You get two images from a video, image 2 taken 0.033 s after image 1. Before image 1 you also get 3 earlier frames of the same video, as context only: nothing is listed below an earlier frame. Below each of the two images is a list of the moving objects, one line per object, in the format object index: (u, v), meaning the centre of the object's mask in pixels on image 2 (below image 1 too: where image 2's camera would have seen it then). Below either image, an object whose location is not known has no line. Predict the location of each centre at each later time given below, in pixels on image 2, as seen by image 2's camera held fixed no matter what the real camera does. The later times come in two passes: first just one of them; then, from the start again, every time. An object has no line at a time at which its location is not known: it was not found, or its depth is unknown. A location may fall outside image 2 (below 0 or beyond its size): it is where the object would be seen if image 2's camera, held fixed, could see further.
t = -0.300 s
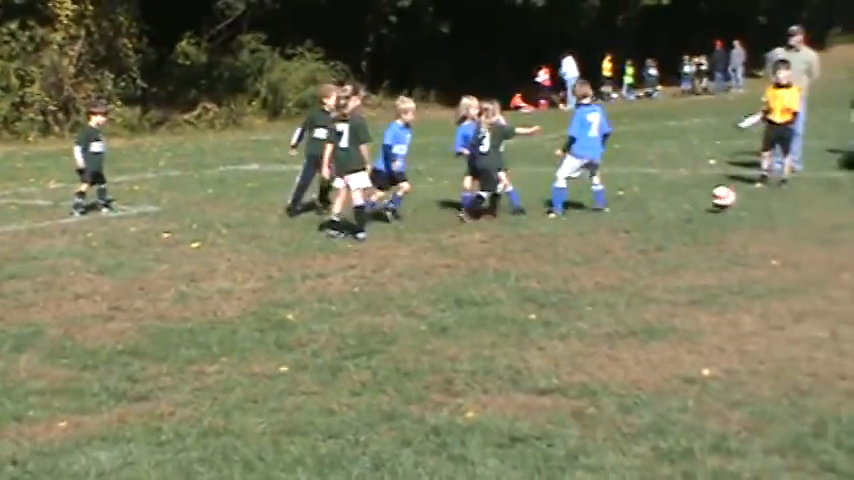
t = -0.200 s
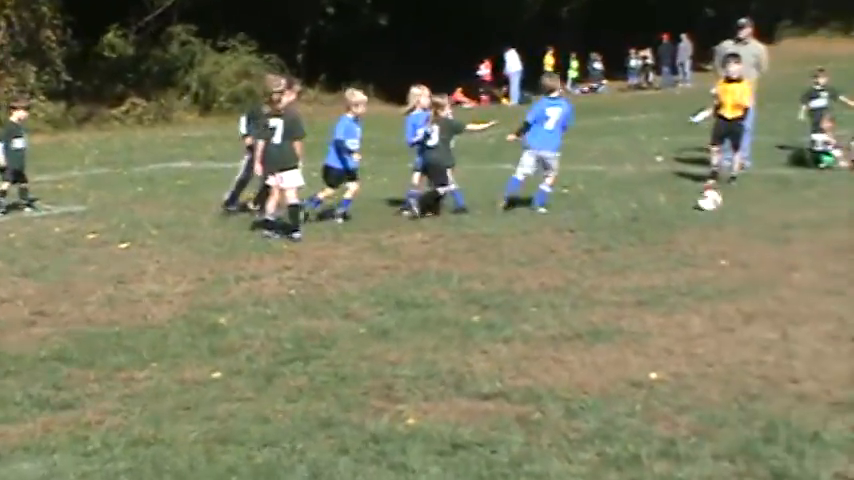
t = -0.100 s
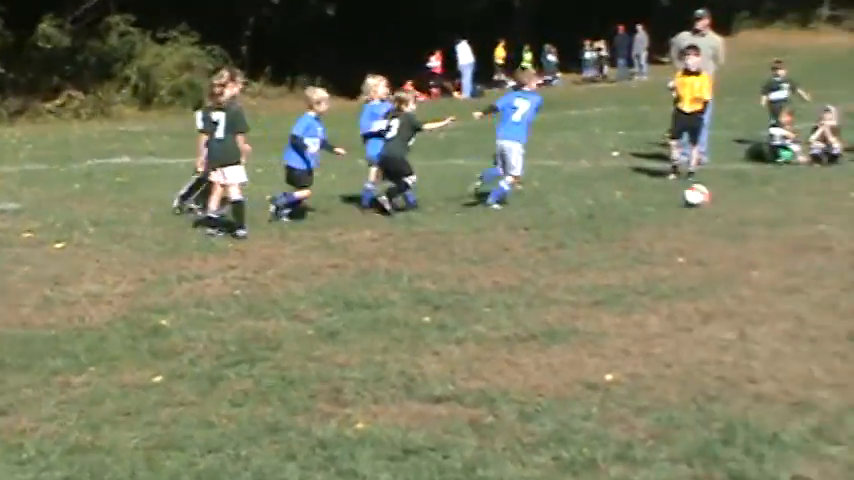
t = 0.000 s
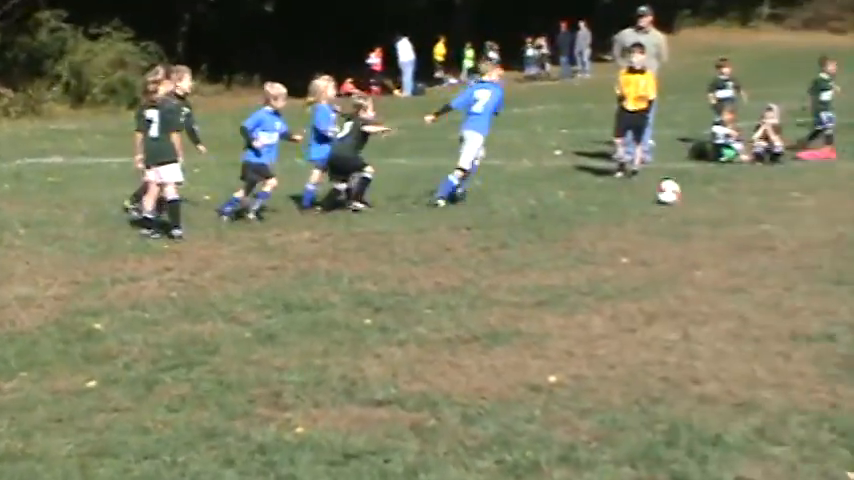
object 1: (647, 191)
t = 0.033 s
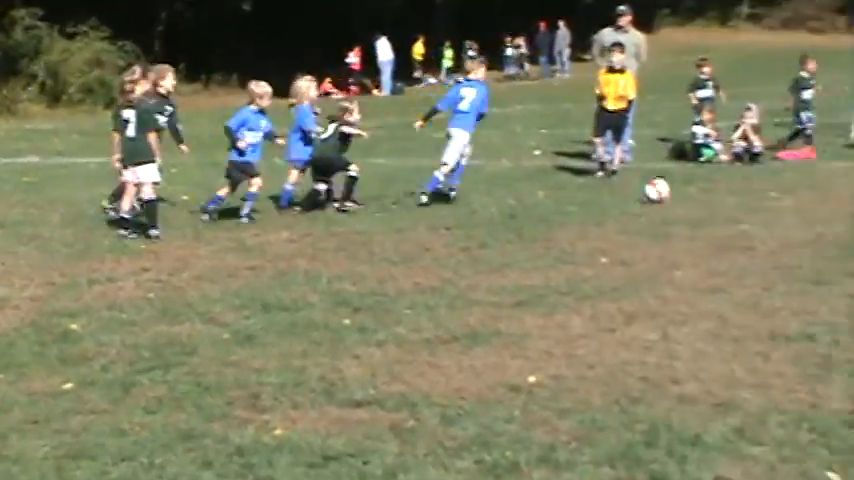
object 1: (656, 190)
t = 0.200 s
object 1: (705, 195)
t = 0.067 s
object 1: (666, 189)
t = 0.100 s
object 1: (675, 191)
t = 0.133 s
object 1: (685, 193)
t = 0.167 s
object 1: (695, 196)
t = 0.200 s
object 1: (705, 195)
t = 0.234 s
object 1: (714, 193)
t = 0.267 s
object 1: (722, 192)
